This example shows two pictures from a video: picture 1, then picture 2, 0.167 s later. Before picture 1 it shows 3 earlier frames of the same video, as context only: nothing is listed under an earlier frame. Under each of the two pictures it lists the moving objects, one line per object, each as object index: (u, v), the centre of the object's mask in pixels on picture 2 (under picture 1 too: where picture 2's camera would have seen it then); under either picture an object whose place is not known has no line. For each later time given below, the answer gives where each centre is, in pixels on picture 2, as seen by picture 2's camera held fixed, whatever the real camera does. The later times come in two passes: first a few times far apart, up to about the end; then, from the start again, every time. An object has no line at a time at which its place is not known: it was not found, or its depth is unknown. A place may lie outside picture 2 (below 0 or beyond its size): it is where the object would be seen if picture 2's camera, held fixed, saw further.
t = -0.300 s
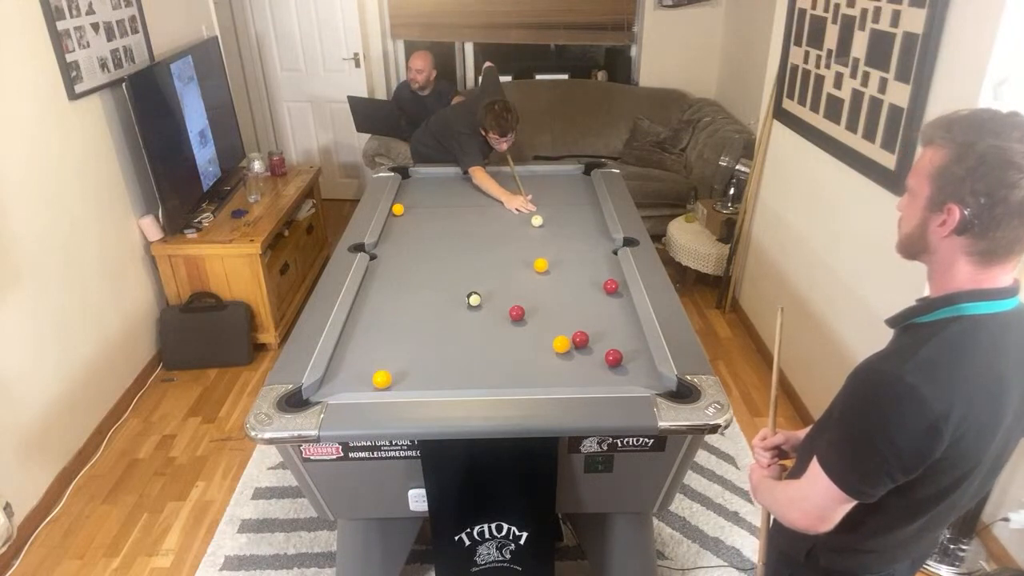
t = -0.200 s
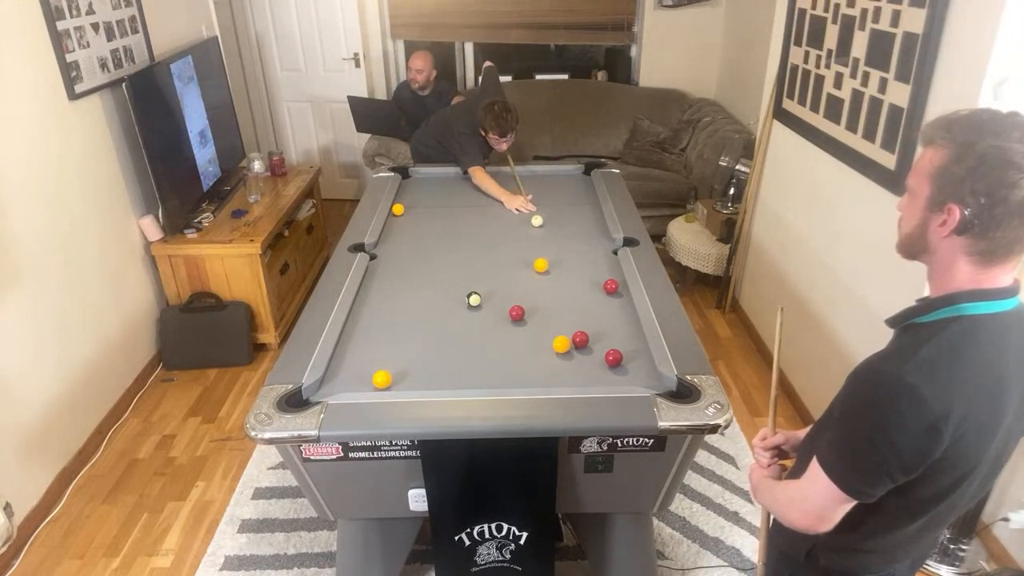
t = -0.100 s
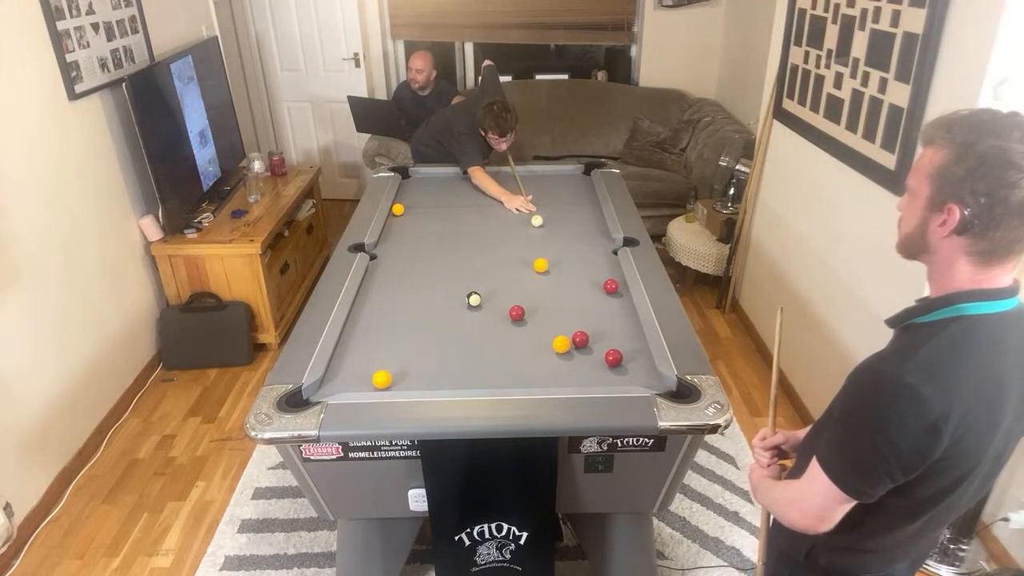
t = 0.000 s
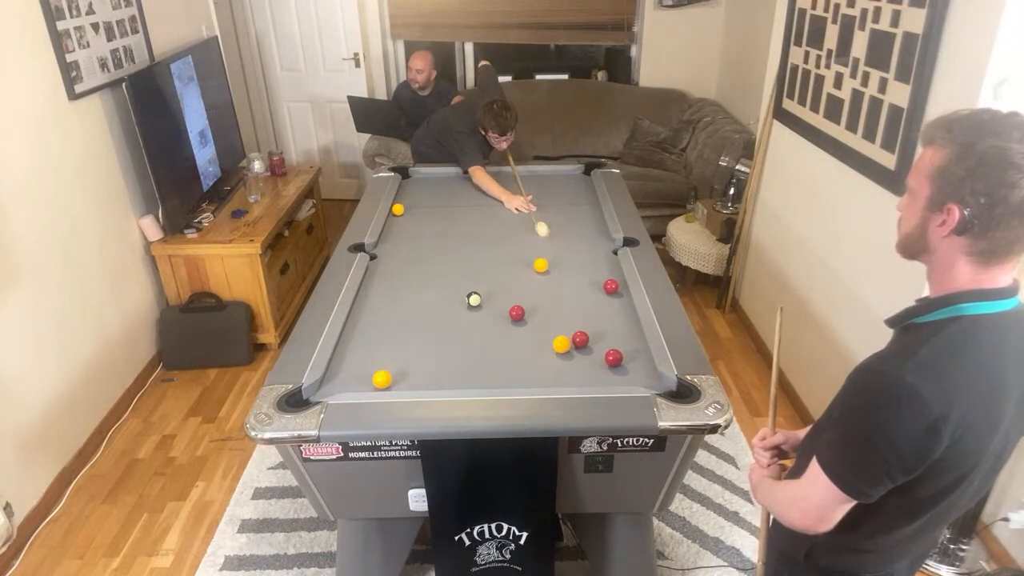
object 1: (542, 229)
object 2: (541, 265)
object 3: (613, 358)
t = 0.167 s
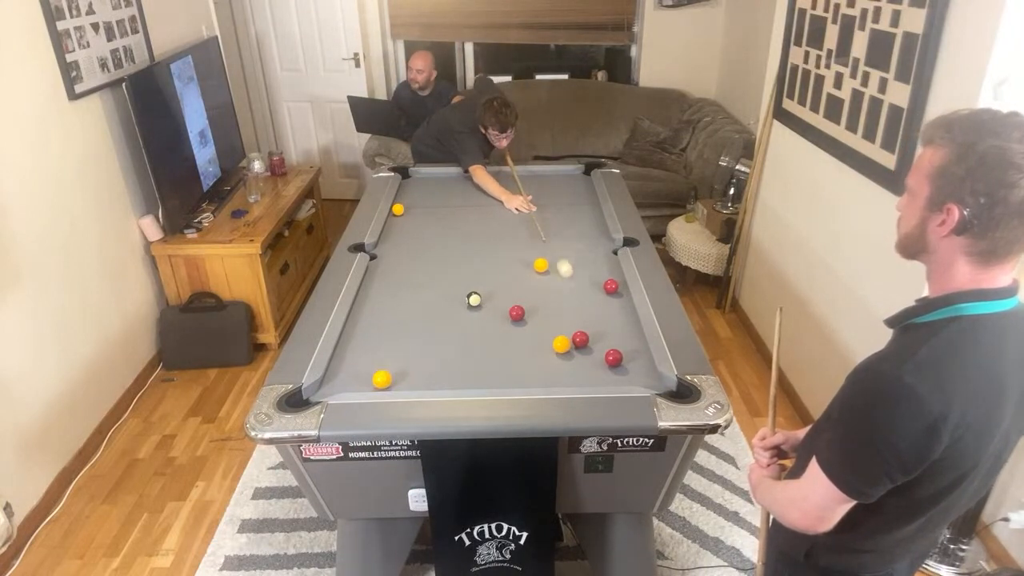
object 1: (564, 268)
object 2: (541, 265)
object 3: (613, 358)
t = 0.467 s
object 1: (605, 346)
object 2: (541, 265)
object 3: (614, 358)
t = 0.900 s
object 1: (599, 369)
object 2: (541, 265)
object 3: (617, 338)
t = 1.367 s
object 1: (585, 378)
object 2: (541, 265)
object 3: (570, 294)
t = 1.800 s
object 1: (567, 368)
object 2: (537, 258)
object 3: (541, 270)
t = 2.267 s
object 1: (552, 360)
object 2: (525, 241)
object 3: (525, 265)
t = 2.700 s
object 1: (543, 355)
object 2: (516, 227)
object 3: (514, 262)
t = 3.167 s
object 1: (536, 351)
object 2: (508, 215)
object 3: (506, 259)
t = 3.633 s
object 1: (533, 350)
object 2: (501, 206)
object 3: (502, 258)
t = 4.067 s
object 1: (533, 350)
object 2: (495, 199)
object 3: (501, 257)
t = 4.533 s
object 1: (533, 350)
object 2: (491, 192)
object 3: (501, 257)
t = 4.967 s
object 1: (533, 350)
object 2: (488, 189)
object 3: (501, 257)
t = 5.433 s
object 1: (533, 350)
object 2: (485, 185)
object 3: (501, 257)
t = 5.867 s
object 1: (533, 349)
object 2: (484, 184)
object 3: (501, 257)
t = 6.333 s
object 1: (533, 350)
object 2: (483, 183)
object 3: (501, 257)
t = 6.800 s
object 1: (533, 349)
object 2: (483, 183)
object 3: (501, 257)
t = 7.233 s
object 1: (533, 349)
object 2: (483, 183)
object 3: (501, 257)
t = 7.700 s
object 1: (533, 350)
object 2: (483, 183)
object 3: (501, 257)
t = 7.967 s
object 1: (533, 349)
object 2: (483, 183)
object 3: (501, 257)
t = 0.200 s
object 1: (569, 276)
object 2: (541, 265)
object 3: (613, 358)
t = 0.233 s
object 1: (574, 285)
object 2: (541, 265)
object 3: (613, 358)
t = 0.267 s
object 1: (578, 293)
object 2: (541, 265)
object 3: (613, 358)
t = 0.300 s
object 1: (583, 301)
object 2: (541, 265)
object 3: (613, 358)
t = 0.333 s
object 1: (587, 310)
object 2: (541, 265)
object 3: (613, 358)
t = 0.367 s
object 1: (592, 319)
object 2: (541, 265)
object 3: (613, 358)
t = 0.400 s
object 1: (597, 328)
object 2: (541, 265)
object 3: (613, 358)
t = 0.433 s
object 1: (602, 337)
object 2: (541, 265)
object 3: (613, 358)
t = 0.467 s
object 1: (605, 346)
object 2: (541, 265)
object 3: (614, 358)
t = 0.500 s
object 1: (605, 349)
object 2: (541, 265)
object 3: (619, 366)
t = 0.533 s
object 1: (604, 349)
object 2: (541, 265)
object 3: (625, 375)
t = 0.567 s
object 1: (603, 350)
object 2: (541, 265)
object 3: (632, 380)
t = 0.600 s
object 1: (602, 350)
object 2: (541, 265)
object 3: (637, 377)
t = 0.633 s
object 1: (601, 352)
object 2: (541, 265)
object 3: (641, 372)
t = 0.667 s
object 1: (600, 353)
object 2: (541, 265)
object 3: (645, 367)
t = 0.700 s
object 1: (600, 355)
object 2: (541, 265)
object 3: (642, 361)
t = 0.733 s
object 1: (600, 358)
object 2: (541, 265)
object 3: (637, 357)
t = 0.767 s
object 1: (599, 360)
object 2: (541, 265)
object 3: (632, 354)
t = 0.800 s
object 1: (599, 362)
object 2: (541, 265)
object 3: (629, 350)
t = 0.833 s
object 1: (599, 365)
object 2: (541, 265)
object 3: (624, 346)
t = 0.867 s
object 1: (599, 367)
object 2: (541, 265)
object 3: (620, 342)
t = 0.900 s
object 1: (599, 369)
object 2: (541, 265)
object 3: (617, 338)
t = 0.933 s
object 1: (598, 371)
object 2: (541, 265)
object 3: (613, 335)
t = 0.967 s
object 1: (598, 374)
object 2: (541, 265)
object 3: (609, 331)
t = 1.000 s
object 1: (598, 376)
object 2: (541, 265)
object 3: (605, 328)
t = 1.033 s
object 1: (598, 377)
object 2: (541, 265)
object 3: (602, 325)
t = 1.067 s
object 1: (597, 380)
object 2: (541, 265)
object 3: (598, 321)
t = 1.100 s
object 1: (597, 381)
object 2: (541, 265)
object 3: (595, 318)
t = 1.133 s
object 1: (597, 382)
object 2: (541, 265)
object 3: (591, 315)
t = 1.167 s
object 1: (595, 381)
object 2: (541, 265)
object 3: (588, 312)
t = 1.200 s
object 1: (593, 381)
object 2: (541, 265)
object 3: (585, 309)
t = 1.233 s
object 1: (591, 380)
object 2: (541, 265)
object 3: (582, 306)
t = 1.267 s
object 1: (589, 379)
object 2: (541, 265)
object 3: (579, 303)
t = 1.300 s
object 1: (588, 379)
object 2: (541, 265)
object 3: (576, 300)
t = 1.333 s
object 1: (586, 378)
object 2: (541, 265)
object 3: (573, 297)
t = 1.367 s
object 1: (585, 378)
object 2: (541, 265)
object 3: (570, 294)
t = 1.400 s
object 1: (583, 377)
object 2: (541, 265)
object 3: (567, 292)
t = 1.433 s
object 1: (582, 376)
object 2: (541, 265)
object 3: (564, 289)
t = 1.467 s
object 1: (580, 376)
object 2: (541, 265)
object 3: (561, 287)
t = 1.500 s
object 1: (579, 375)
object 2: (541, 265)
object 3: (558, 284)
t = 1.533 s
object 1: (577, 374)
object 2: (541, 265)
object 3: (556, 281)
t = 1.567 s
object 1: (576, 373)
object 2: (540, 265)
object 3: (553, 279)
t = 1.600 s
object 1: (574, 372)
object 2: (540, 265)
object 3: (551, 276)
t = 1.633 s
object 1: (573, 372)
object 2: (540, 264)
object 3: (548, 275)
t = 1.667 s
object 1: (572, 371)
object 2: (539, 264)
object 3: (546, 272)
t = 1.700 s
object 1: (570, 370)
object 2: (538, 262)
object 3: (544, 271)
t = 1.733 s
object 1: (569, 369)
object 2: (538, 261)
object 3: (543, 271)
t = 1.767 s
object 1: (568, 369)
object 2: (537, 259)
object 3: (542, 271)
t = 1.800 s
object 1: (567, 368)
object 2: (537, 258)
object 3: (541, 270)
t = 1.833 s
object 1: (566, 368)
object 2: (536, 257)
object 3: (539, 270)
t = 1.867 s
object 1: (564, 367)
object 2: (535, 256)
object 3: (538, 269)
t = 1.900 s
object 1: (563, 366)
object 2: (534, 254)
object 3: (537, 269)
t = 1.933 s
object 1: (562, 366)
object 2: (533, 253)
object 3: (536, 269)
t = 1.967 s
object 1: (561, 365)
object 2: (533, 252)
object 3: (535, 268)
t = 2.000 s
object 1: (560, 365)
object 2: (531, 250)
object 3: (534, 268)
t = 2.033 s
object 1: (559, 364)
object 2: (531, 249)
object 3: (533, 268)
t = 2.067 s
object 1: (558, 363)
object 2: (530, 248)
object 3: (532, 267)
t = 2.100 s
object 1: (557, 363)
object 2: (529, 247)
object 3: (531, 267)
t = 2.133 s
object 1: (556, 362)
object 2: (529, 245)
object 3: (529, 267)
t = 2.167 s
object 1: (555, 362)
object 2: (528, 244)
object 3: (529, 266)
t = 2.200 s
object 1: (554, 361)
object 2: (527, 243)
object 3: (527, 266)
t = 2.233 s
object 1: (553, 361)
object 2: (526, 242)
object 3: (527, 266)
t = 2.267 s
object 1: (552, 360)
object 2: (525, 241)
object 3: (525, 265)
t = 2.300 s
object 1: (552, 360)
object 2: (525, 239)
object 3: (524, 265)
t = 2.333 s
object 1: (551, 359)
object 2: (524, 238)
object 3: (524, 265)
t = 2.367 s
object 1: (550, 359)
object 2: (523, 237)
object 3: (523, 264)
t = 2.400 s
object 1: (549, 358)
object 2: (522, 236)
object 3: (522, 264)
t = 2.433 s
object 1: (549, 358)
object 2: (522, 235)
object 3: (521, 264)
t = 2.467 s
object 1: (548, 358)
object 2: (521, 234)
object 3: (520, 263)
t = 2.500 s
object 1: (547, 357)
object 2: (520, 233)
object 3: (519, 263)
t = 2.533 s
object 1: (547, 357)
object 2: (520, 232)
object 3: (519, 263)
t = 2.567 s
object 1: (546, 356)
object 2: (519, 231)
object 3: (518, 263)
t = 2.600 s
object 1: (545, 356)
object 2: (518, 230)
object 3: (517, 263)
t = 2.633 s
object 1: (544, 356)
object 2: (517, 229)
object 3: (516, 262)
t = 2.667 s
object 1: (544, 355)
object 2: (517, 228)
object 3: (515, 262)
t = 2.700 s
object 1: (543, 355)
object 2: (516, 227)
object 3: (514, 262)
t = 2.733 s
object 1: (543, 354)
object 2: (516, 226)
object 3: (514, 262)
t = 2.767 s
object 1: (542, 354)
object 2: (515, 225)
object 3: (513, 261)
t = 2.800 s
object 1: (542, 354)
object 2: (514, 224)
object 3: (512, 261)
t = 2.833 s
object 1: (541, 354)
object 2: (514, 224)
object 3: (512, 261)
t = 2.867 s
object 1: (540, 353)
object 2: (513, 223)
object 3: (511, 261)
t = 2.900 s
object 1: (540, 353)
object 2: (512, 222)
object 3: (511, 261)
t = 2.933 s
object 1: (540, 353)
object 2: (512, 221)
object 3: (510, 260)
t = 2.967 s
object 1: (539, 353)
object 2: (511, 220)
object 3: (509, 260)
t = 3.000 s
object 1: (539, 352)
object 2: (511, 219)
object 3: (509, 260)
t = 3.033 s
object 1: (538, 352)
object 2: (510, 218)
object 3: (508, 260)
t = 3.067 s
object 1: (538, 352)
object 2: (509, 217)
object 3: (508, 260)
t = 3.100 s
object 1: (537, 351)
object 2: (509, 217)
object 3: (507, 259)
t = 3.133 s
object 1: (537, 351)
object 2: (508, 216)
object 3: (507, 259)
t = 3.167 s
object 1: (536, 351)
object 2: (508, 215)
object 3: (506, 259)
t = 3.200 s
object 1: (536, 351)
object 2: (507, 214)
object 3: (506, 259)
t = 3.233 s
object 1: (536, 351)
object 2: (507, 213)
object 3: (506, 259)
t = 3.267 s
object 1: (535, 351)
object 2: (506, 213)
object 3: (505, 259)
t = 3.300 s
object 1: (535, 350)
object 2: (506, 212)
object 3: (505, 259)
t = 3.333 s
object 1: (535, 350)
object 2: (505, 211)
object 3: (504, 259)
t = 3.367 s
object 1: (535, 350)
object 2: (505, 211)
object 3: (504, 259)
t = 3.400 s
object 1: (534, 350)
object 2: (504, 210)
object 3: (504, 258)
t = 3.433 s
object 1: (534, 350)
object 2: (504, 209)
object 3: (503, 258)
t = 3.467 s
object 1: (534, 350)
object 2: (503, 209)
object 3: (503, 258)
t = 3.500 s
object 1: (534, 350)
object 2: (503, 208)
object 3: (503, 258)
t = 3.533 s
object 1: (534, 350)
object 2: (502, 207)
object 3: (503, 258)
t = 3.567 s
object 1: (533, 350)
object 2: (502, 207)
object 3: (503, 258)
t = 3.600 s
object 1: (533, 350)
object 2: (501, 206)
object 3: (502, 258)
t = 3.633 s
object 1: (533, 350)
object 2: (501, 206)
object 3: (502, 258)
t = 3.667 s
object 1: (533, 350)
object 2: (501, 205)
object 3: (502, 258)
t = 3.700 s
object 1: (533, 349)
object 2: (500, 204)
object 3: (502, 258)
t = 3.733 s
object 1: (533, 350)
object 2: (499, 204)
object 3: (502, 258)
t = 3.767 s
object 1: (533, 350)
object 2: (499, 203)
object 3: (501, 258)
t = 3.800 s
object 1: (533, 350)
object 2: (499, 203)
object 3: (501, 258)
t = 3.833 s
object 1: (533, 350)
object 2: (498, 202)
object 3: (501, 258)
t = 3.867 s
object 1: (533, 350)
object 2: (498, 201)
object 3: (501, 258)
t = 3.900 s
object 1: (533, 350)
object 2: (497, 201)
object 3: (501, 257)
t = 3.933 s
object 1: (533, 350)
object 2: (497, 200)
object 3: (501, 257)
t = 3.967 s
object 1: (533, 350)
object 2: (497, 200)
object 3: (501, 257)
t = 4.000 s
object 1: (533, 350)
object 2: (496, 200)
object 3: (501, 257)
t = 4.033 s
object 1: (533, 350)
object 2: (496, 199)
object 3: (501, 257)
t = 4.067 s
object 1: (533, 350)
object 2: (495, 199)
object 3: (501, 257)
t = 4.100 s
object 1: (533, 350)
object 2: (495, 198)
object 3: (501, 257)
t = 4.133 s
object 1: (533, 350)
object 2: (495, 198)
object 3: (501, 257)
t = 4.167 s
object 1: (533, 350)
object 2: (495, 197)
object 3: (501, 257)
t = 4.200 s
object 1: (533, 350)
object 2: (494, 197)
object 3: (501, 257)
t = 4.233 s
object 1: (533, 350)
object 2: (494, 196)
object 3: (501, 257)
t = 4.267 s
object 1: (533, 350)
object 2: (493, 196)
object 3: (501, 257)
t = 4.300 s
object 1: (533, 350)
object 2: (493, 195)
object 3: (501, 257)
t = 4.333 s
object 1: (533, 350)
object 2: (493, 195)
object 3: (501, 257)
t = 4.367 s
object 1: (533, 350)
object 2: (492, 194)
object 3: (501, 257)
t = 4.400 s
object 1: (533, 350)
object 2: (492, 194)
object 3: (501, 257)
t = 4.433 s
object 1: (533, 350)
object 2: (492, 194)
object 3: (501, 257)
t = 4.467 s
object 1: (533, 350)
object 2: (492, 193)
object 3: (501, 257)
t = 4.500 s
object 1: (533, 350)
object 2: (491, 193)
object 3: (501, 257)
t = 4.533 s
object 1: (533, 350)
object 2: (491, 192)
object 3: (501, 257)
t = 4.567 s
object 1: (533, 350)
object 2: (491, 192)
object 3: (501, 257)
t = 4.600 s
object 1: (533, 350)
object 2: (490, 192)
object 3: (501, 257)
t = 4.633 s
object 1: (533, 349)
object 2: (490, 192)
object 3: (501, 257)
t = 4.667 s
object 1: (533, 350)
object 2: (490, 191)
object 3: (501, 257)
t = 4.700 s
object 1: (533, 350)
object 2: (489, 191)
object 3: (501, 257)
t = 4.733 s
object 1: (533, 350)
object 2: (489, 191)
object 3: (501, 257)
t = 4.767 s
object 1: (533, 350)
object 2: (489, 190)
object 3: (501, 257)
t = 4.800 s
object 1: (533, 350)
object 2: (489, 190)
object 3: (501, 257)
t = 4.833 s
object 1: (533, 350)
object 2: (489, 190)
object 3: (501, 257)
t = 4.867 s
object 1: (533, 350)
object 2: (488, 189)
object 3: (501, 257)
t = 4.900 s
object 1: (533, 349)
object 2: (488, 189)
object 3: (501, 257)
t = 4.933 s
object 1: (533, 350)
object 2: (488, 189)
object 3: (501, 257)
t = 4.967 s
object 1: (533, 350)
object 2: (488, 189)
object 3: (501, 257)
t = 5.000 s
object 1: (533, 349)
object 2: (488, 189)
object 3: (501, 257)
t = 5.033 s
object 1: (533, 349)
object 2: (487, 188)
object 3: (501, 257)
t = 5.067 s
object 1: (533, 350)
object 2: (487, 188)
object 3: (501, 257)
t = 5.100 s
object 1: (533, 349)
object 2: (487, 188)
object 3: (501, 257)
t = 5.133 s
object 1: (533, 350)
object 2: (487, 187)
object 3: (501, 257)
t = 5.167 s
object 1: (533, 350)
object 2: (486, 187)
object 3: (501, 257)
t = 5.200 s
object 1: (533, 350)
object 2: (486, 187)
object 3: (501, 257)
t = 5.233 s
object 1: (533, 349)
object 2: (486, 187)
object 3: (501, 257)
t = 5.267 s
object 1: (533, 350)
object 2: (486, 186)
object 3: (501, 257)
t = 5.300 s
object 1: (533, 350)
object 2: (486, 186)
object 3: (501, 257)
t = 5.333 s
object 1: (533, 350)
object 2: (485, 186)
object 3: (501, 257)
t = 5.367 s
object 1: (533, 350)
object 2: (485, 185)
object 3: (501, 257)
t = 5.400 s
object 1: (533, 350)
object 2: (485, 186)
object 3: (502, 257)
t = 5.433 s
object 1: (533, 350)
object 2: (485, 185)
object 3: (501, 257)
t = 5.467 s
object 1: (533, 350)
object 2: (485, 185)
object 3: (501, 257)
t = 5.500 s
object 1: (533, 350)
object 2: (485, 185)
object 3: (501, 257)
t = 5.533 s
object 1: (533, 350)
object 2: (485, 185)
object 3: (501, 257)
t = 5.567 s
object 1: (533, 350)
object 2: (484, 185)
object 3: (501, 257)
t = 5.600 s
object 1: (533, 349)
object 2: (484, 185)
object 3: (501, 257)
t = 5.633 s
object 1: (533, 350)
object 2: (484, 185)
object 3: (501, 257)
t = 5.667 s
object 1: (533, 350)
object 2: (484, 185)
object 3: (501, 257)
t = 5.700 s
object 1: (533, 350)
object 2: (484, 185)
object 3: (501, 257)
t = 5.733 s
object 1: (533, 350)
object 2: (484, 185)
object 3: (501, 257)
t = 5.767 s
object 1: (533, 349)
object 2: (484, 184)
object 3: (501, 257)
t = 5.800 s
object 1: (533, 350)
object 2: (484, 184)
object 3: (501, 257)
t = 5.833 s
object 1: (533, 349)
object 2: (484, 184)
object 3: (501, 257)
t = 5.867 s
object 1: (533, 349)
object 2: (484, 184)
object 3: (501, 257)
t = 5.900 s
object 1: (533, 349)
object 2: (484, 184)
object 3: (501, 257)
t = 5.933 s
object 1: (533, 350)
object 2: (483, 184)
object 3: (501, 257)
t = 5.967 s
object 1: (533, 350)
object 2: (483, 184)
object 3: (501, 257)
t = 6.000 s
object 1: (533, 350)
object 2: (483, 184)
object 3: (501, 258)
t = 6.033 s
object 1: (533, 349)
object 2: (483, 184)
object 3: (501, 257)
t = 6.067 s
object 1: (533, 349)
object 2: (483, 184)
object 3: (501, 257)
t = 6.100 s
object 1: (533, 349)
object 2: (483, 184)
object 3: (501, 257)
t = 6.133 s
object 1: (533, 349)
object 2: (483, 183)
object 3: (501, 257)
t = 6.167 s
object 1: (533, 350)
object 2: (483, 183)
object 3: (501, 257)
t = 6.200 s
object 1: (533, 349)
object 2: (483, 183)
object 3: (501, 257)
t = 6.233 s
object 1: (533, 349)
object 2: (483, 183)
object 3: (501, 257)
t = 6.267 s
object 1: (533, 349)
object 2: (483, 183)
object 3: (501, 257)
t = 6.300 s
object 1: (533, 350)
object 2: (483, 183)
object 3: (501, 258)
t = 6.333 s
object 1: (533, 350)
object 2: (483, 183)
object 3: (501, 257)
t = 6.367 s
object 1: (533, 349)
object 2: (483, 183)
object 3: (501, 257)
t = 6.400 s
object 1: (534, 349)
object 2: (483, 183)
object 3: (501, 257)
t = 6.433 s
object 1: (534, 349)
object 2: (483, 183)
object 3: (501, 257)
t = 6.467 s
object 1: (533, 349)
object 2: (483, 183)
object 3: (501, 257)
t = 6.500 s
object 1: (533, 349)
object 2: (483, 183)
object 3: (501, 257)
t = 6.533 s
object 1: (533, 349)
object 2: (483, 183)
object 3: (501, 257)
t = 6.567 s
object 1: (533, 350)
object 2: (483, 183)
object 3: (501, 257)
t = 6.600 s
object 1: (533, 349)
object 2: (483, 183)
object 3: (501, 257)
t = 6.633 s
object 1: (533, 349)
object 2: (483, 183)
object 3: (502, 257)
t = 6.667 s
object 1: (533, 349)
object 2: (483, 183)
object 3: (502, 257)
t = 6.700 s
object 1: (533, 349)
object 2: (483, 183)
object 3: (501, 257)
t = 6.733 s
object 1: (533, 349)
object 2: (483, 183)
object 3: (501, 257)
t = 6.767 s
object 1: (533, 349)
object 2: (483, 183)
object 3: (501, 257)
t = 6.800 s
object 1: (533, 349)
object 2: (483, 183)
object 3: (501, 257)
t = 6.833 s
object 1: (533, 349)
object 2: (483, 183)
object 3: (501, 257)
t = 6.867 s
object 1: (533, 349)
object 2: (483, 183)
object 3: (501, 257)
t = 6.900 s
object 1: (533, 349)
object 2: (483, 183)
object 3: (501, 257)
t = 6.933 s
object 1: (533, 349)
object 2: (483, 183)
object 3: (502, 257)
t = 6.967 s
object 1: (533, 349)
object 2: (483, 183)
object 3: (501, 257)
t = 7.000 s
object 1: (533, 349)
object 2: (483, 183)
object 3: (501, 257)
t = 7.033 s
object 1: (533, 349)
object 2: (483, 183)
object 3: (501, 257)
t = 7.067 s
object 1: (533, 349)
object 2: (483, 183)
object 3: (501, 257)
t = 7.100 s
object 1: (533, 349)
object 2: (483, 183)
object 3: (501, 257)
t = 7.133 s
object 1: (533, 349)
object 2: (483, 183)
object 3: (501, 257)
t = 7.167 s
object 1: (533, 349)
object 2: (483, 183)
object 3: (501, 257)
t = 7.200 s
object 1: (533, 349)
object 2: (483, 183)
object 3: (501, 257)
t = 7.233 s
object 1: (533, 349)
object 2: (483, 183)
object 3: (501, 257)
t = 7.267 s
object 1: (533, 349)
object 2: (483, 183)
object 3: (501, 257)
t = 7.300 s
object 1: (533, 349)
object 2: (483, 183)
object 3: (501, 257)
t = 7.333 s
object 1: (533, 349)
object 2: (483, 183)
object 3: (501, 257)
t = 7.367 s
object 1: (533, 349)
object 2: (483, 183)
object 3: (501, 257)
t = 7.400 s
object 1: (533, 349)
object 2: (483, 183)
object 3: (501, 257)
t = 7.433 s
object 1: (533, 349)
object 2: (483, 183)
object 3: (501, 257)
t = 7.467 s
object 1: (533, 349)
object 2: (483, 183)
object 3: (501, 257)
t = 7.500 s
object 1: (533, 349)
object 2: (483, 183)
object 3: (501, 257)
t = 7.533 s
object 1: (533, 349)
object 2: (483, 183)
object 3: (501, 257)
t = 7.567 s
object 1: (533, 350)
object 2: (483, 183)
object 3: (501, 257)
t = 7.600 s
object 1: (533, 350)
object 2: (483, 183)
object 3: (501, 257)
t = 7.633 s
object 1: (533, 349)
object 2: (483, 183)
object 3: (501, 257)
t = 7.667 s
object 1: (533, 349)
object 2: (483, 183)
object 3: (501, 257)
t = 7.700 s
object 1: (533, 350)
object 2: (483, 183)
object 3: (501, 257)
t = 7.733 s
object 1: (533, 349)
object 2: (483, 183)
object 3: (501, 257)
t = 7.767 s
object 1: (533, 349)
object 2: (483, 183)
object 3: (501, 257)
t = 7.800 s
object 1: (533, 349)
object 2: (483, 183)
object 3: (501, 257)
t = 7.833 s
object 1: (533, 349)
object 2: (483, 183)
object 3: (501, 257)
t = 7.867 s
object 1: (533, 349)
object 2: (483, 183)
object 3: (501, 257)
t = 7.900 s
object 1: (533, 350)
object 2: (483, 183)
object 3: (501, 257)
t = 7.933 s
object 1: (533, 350)
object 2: (483, 183)
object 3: (501, 257)
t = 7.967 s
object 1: (533, 349)
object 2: (483, 183)
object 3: (501, 257)
